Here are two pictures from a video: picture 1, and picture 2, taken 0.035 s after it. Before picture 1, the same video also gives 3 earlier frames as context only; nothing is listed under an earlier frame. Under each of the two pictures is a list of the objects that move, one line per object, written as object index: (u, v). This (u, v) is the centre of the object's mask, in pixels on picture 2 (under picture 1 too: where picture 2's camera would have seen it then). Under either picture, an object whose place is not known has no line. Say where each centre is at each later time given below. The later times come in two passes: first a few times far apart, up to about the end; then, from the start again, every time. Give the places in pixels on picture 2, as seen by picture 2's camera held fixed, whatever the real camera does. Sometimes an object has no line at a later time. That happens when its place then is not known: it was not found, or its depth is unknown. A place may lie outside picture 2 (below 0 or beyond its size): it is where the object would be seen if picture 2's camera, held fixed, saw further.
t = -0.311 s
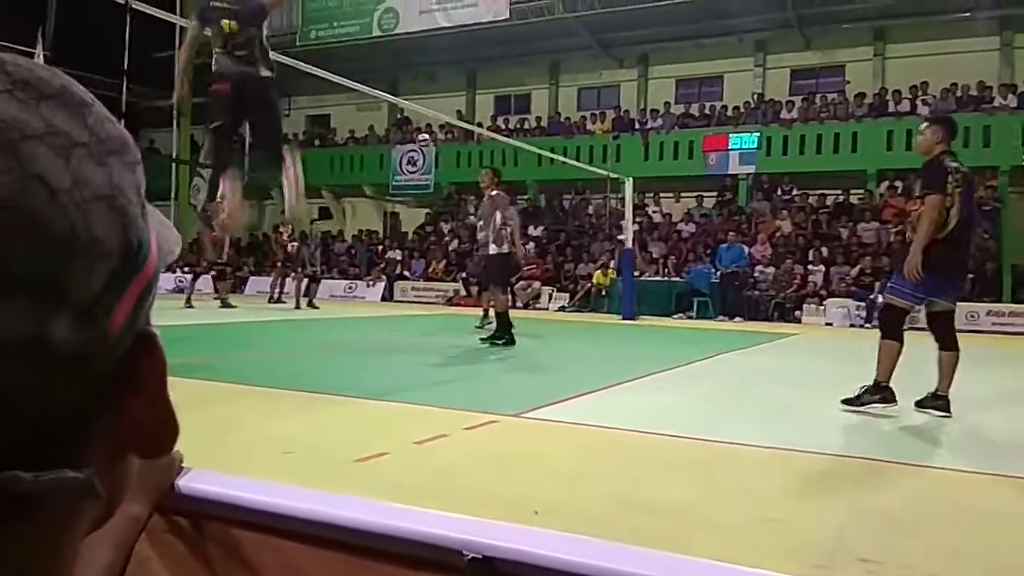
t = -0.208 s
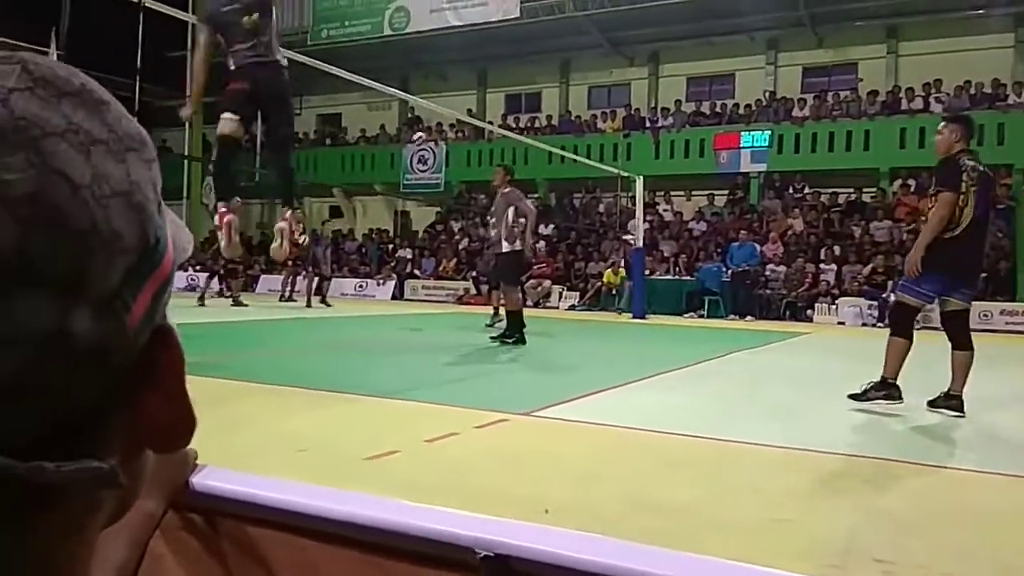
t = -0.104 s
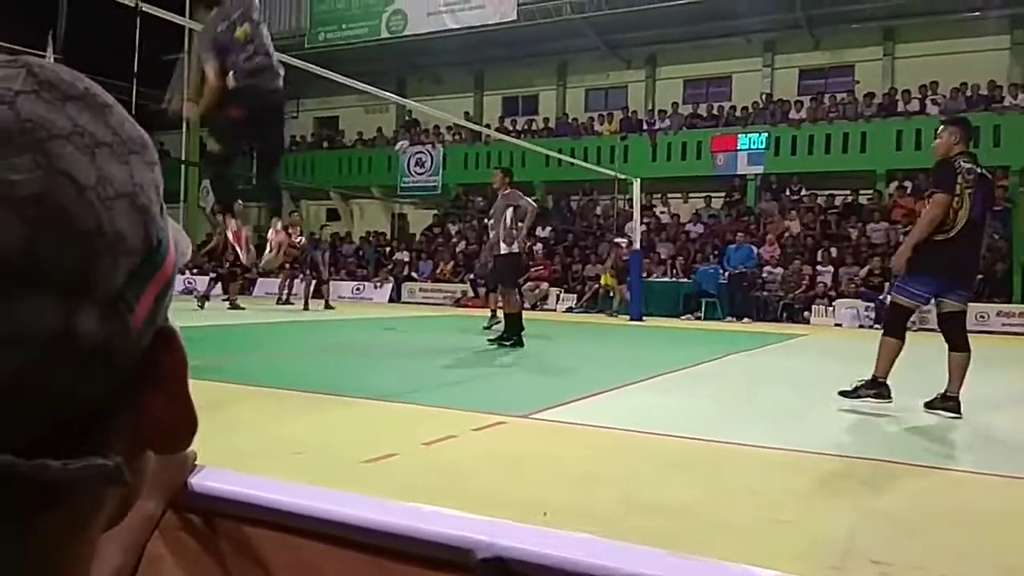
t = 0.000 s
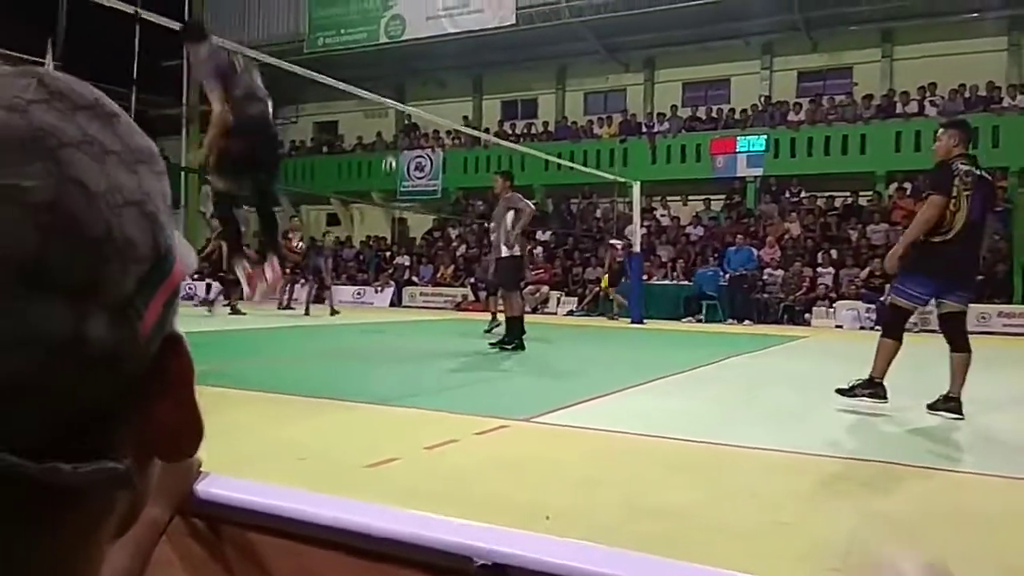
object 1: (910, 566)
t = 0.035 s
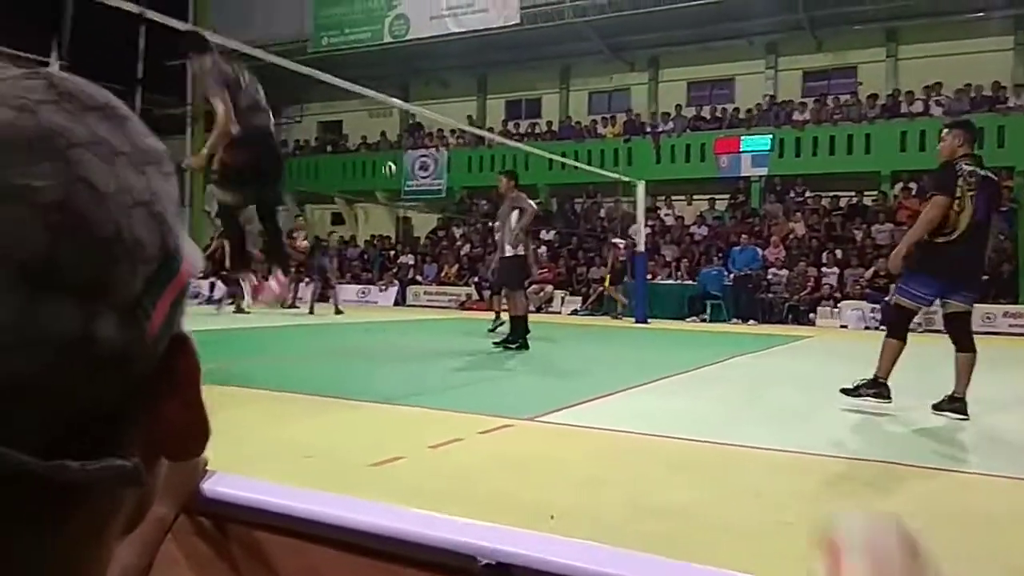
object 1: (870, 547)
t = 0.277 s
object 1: (701, 465)
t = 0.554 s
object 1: (614, 397)
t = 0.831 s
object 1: (578, 365)
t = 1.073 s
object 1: (554, 346)
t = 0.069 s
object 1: (832, 529)
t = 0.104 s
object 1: (802, 504)
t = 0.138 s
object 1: (775, 487)
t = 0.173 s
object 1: (749, 475)
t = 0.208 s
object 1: (731, 472)
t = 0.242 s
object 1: (716, 470)
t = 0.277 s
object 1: (701, 465)
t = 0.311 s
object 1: (686, 441)
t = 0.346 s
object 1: (674, 424)
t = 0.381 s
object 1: (664, 413)
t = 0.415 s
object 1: (652, 403)
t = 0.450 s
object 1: (635, 398)
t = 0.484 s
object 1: (627, 398)
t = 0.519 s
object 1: (619, 400)
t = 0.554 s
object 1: (614, 397)
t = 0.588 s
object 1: (607, 383)
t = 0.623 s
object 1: (602, 373)
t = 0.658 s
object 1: (597, 366)
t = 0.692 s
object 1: (593, 363)
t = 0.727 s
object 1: (589, 361)
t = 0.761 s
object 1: (585, 360)
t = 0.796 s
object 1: (580, 362)
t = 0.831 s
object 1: (578, 365)
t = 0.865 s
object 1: (573, 369)
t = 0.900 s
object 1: (569, 361)
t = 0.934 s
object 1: (565, 353)
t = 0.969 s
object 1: (563, 350)
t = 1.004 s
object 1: (559, 346)
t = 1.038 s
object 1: (557, 345)
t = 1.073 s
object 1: (554, 346)
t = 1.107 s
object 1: (551, 348)
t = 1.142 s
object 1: (548, 351)
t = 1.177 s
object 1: (545, 347)
